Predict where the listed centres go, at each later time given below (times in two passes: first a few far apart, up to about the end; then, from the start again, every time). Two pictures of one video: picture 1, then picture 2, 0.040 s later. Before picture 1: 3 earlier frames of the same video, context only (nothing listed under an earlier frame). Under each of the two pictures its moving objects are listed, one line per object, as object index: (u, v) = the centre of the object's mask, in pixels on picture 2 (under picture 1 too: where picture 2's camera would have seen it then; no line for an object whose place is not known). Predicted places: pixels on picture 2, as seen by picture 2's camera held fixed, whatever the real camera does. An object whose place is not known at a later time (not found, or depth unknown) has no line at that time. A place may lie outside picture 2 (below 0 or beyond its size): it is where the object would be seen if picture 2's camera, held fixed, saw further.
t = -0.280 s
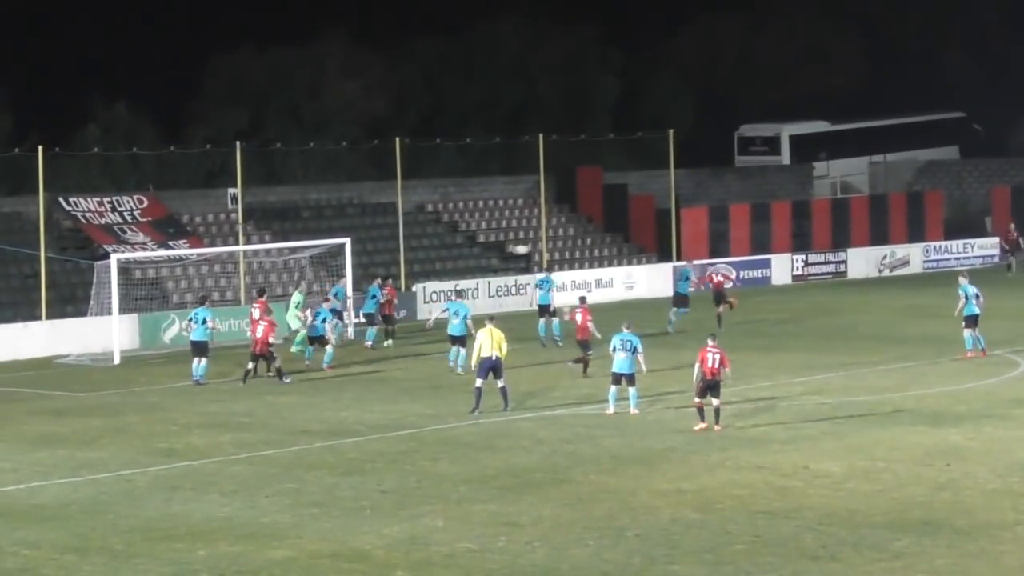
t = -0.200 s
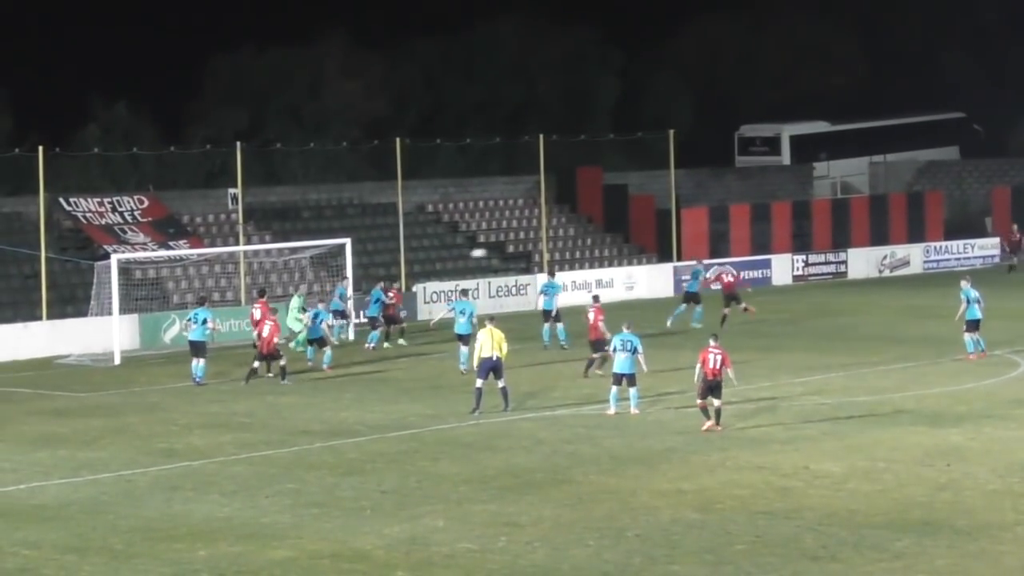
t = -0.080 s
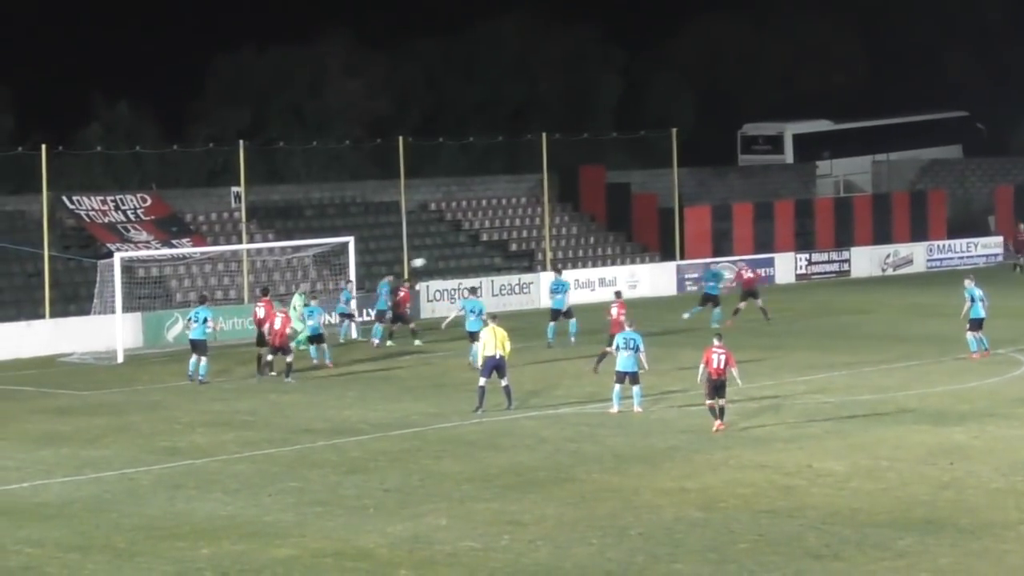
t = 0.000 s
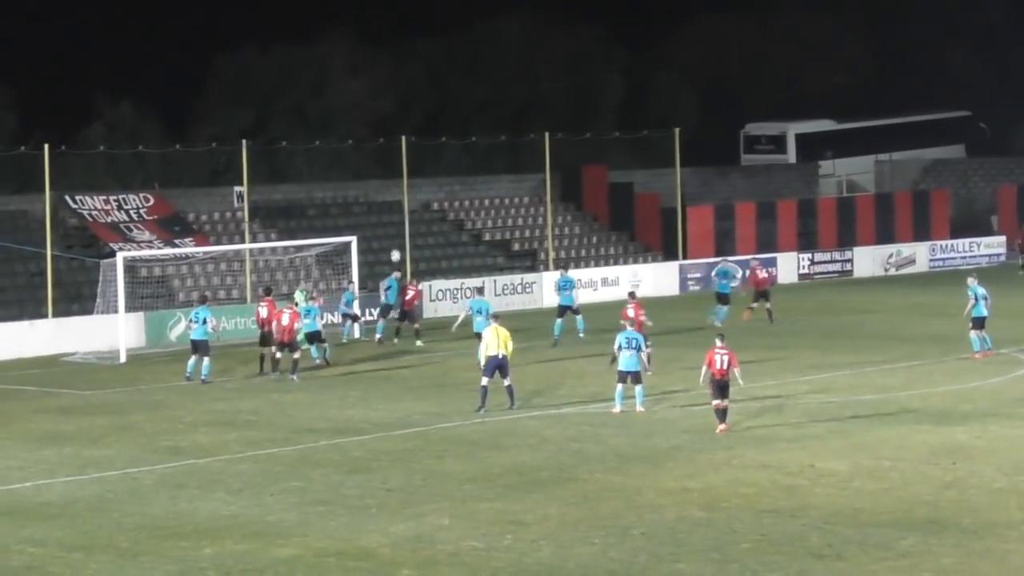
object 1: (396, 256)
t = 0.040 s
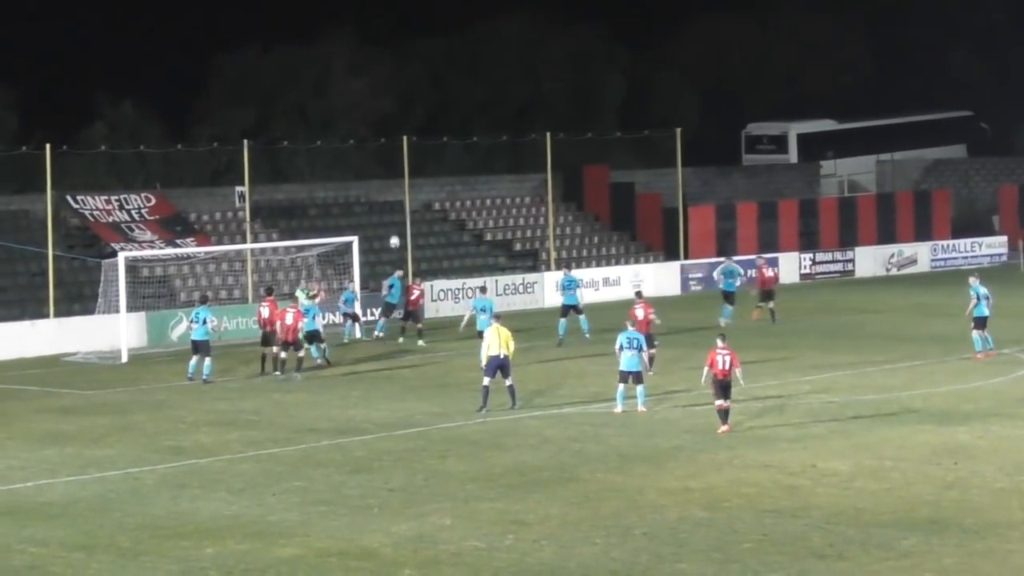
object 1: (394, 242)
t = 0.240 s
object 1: (381, 185)
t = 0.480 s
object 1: (364, 142)
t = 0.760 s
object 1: (347, 125)
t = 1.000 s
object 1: (332, 142)
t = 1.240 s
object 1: (319, 186)
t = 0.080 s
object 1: (391, 229)
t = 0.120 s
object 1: (389, 217)
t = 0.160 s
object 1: (386, 206)
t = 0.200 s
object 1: (383, 195)
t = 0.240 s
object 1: (381, 185)
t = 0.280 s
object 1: (378, 176)
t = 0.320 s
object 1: (376, 168)
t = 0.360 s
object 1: (373, 160)
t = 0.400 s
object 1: (370, 153)
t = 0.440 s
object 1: (367, 147)
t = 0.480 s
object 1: (364, 142)
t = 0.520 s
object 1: (362, 138)
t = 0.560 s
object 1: (359, 134)
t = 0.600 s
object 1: (357, 131)
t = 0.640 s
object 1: (354, 128)
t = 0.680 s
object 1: (352, 127)
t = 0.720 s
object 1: (349, 126)
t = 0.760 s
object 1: (347, 125)
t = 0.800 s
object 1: (344, 126)
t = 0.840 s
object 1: (343, 127)
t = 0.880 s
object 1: (341, 129)
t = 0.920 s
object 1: (338, 132)
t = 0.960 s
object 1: (334, 138)
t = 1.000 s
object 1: (332, 142)
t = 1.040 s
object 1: (330, 147)
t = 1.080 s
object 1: (329, 153)
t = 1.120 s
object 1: (327, 160)
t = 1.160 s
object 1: (325, 168)
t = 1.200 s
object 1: (322, 176)
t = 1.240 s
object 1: (319, 186)
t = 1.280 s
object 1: (316, 196)
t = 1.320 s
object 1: (312, 206)
